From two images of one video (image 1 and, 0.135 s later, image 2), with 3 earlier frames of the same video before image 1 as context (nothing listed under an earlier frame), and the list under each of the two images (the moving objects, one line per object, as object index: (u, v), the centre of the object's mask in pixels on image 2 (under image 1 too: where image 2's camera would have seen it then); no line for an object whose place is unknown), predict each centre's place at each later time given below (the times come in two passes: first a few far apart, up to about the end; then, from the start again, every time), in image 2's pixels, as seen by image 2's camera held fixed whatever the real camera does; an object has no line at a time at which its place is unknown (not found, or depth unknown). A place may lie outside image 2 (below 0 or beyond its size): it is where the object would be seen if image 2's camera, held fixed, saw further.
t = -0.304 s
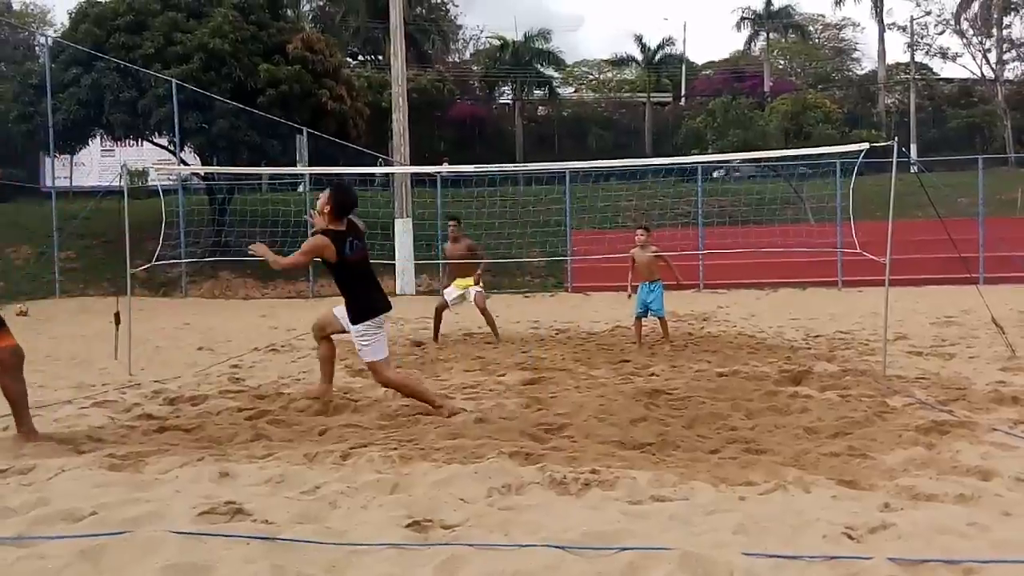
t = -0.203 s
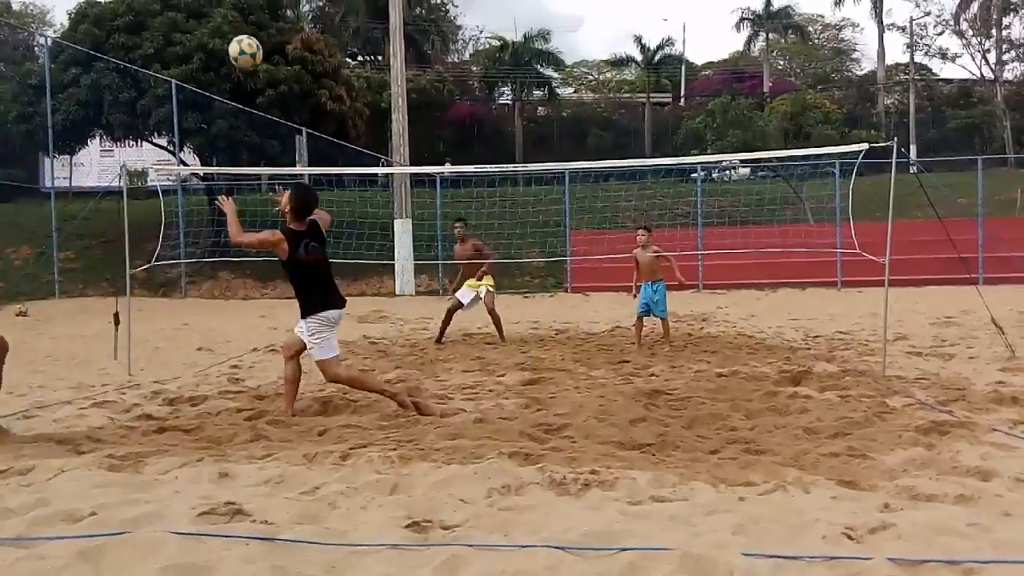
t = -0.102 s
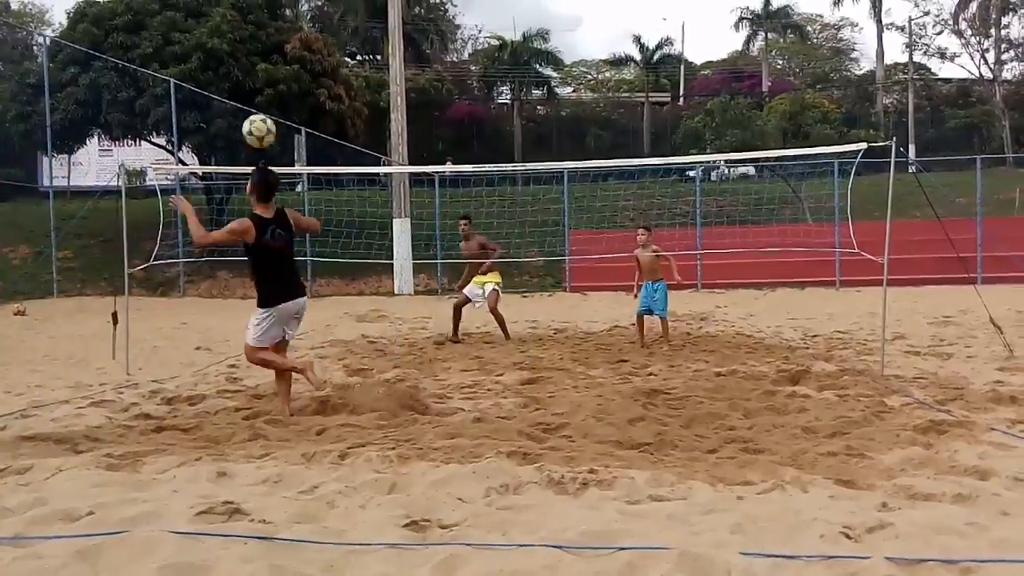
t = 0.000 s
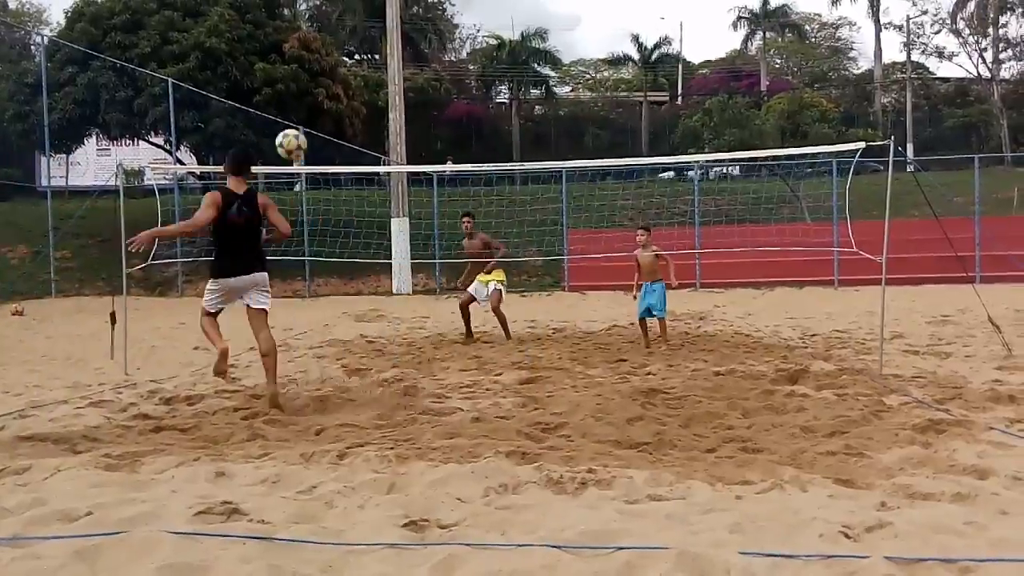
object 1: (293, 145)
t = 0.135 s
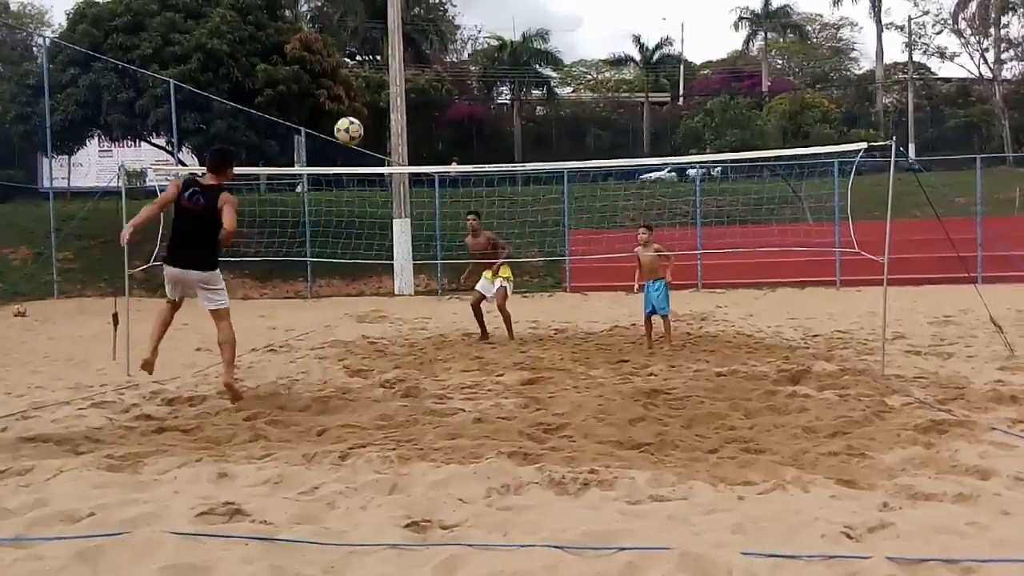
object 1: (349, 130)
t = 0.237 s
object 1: (384, 137)
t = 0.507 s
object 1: (456, 171)
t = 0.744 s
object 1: (490, 149)
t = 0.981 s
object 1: (530, 165)
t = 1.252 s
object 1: (575, 209)
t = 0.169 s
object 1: (361, 131)
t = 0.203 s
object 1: (373, 133)
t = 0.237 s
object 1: (384, 137)
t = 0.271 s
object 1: (396, 140)
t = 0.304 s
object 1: (408, 145)
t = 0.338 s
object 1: (419, 152)
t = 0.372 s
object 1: (428, 159)
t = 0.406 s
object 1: (438, 167)
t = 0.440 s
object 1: (444, 171)
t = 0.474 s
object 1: (450, 172)
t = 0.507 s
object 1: (456, 171)
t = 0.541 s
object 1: (461, 169)
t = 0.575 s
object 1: (466, 165)
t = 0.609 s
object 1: (470, 159)
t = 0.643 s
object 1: (475, 154)
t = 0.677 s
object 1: (480, 151)
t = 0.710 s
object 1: (485, 150)
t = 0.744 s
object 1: (490, 149)
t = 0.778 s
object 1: (495, 148)
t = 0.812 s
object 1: (500, 150)
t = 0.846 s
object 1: (505, 153)
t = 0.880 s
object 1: (511, 155)
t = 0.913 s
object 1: (518, 159)
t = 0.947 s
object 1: (523, 163)
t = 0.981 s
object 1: (530, 165)
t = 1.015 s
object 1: (535, 167)
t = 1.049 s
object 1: (541, 167)
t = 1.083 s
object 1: (546, 175)
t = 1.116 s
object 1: (553, 179)
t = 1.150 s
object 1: (558, 184)
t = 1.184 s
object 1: (564, 192)
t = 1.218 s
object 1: (569, 201)
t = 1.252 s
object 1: (575, 209)
